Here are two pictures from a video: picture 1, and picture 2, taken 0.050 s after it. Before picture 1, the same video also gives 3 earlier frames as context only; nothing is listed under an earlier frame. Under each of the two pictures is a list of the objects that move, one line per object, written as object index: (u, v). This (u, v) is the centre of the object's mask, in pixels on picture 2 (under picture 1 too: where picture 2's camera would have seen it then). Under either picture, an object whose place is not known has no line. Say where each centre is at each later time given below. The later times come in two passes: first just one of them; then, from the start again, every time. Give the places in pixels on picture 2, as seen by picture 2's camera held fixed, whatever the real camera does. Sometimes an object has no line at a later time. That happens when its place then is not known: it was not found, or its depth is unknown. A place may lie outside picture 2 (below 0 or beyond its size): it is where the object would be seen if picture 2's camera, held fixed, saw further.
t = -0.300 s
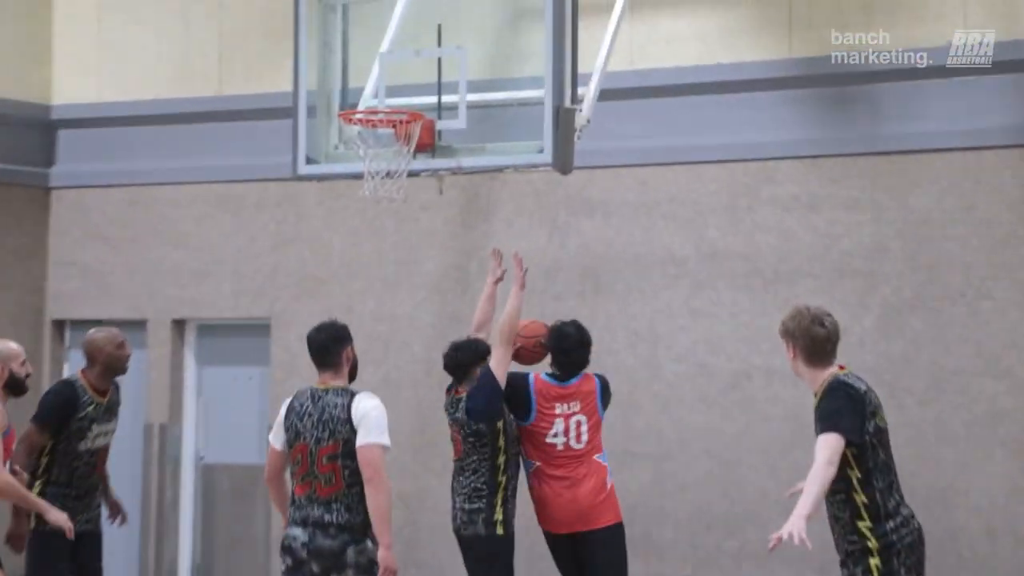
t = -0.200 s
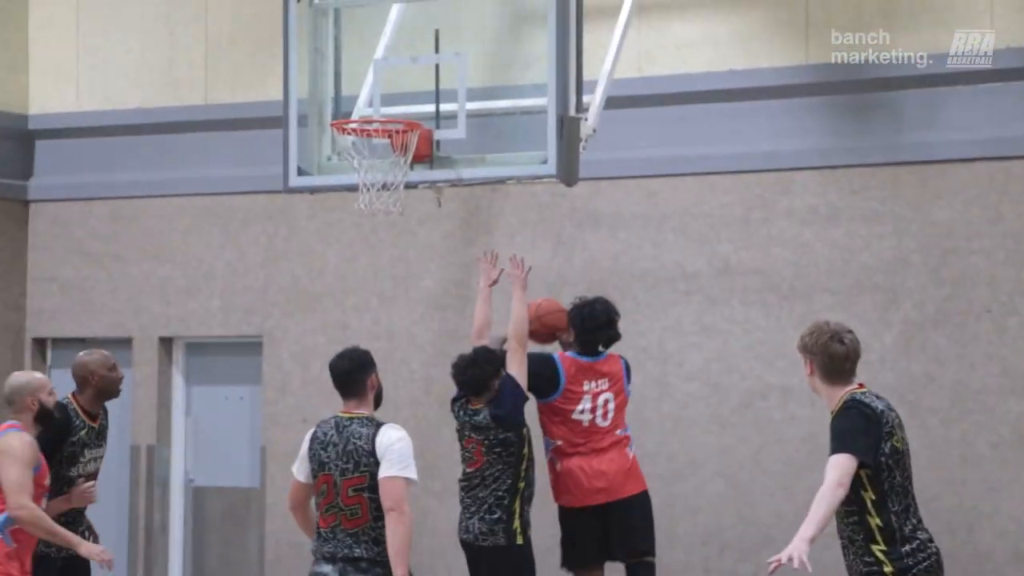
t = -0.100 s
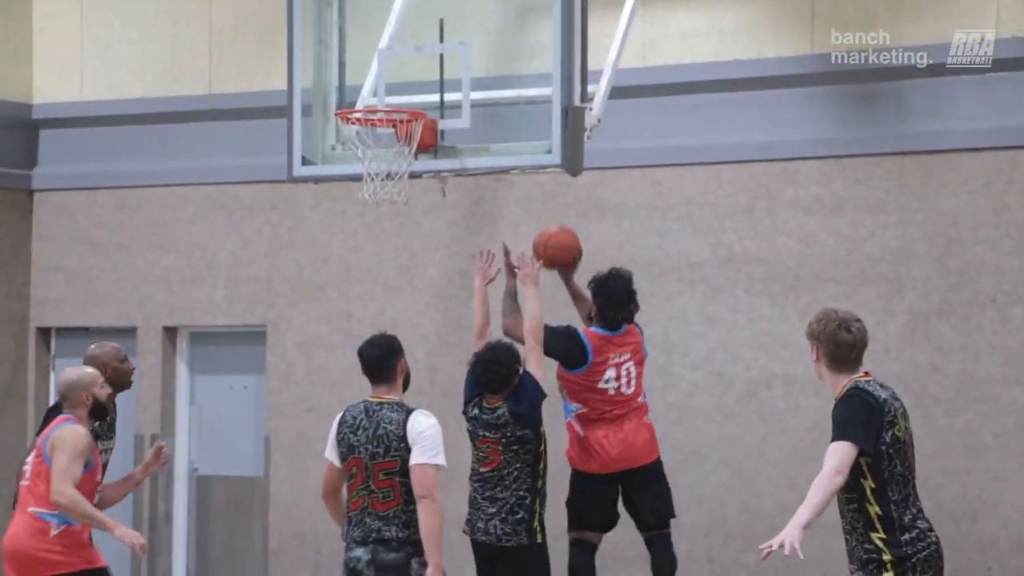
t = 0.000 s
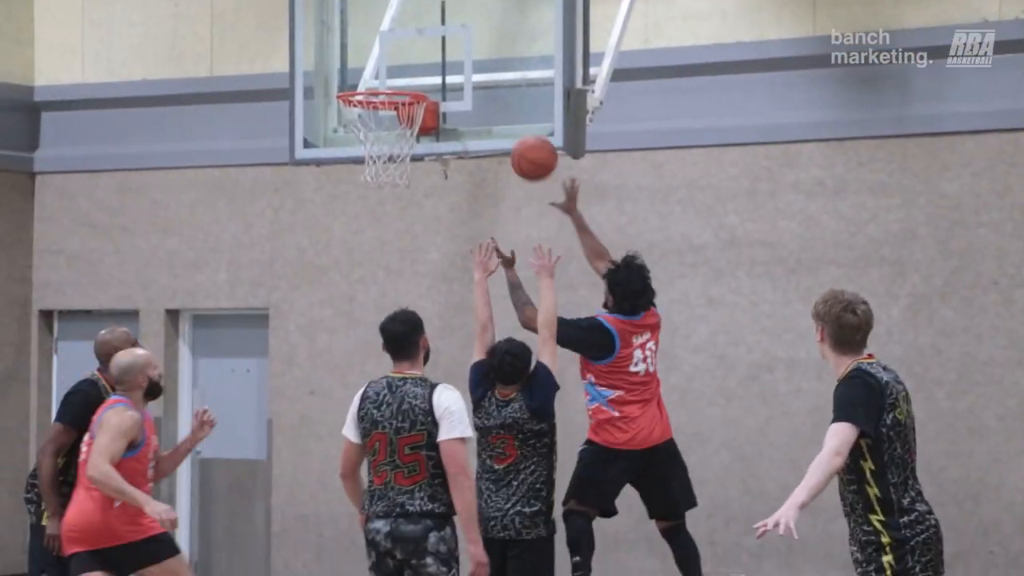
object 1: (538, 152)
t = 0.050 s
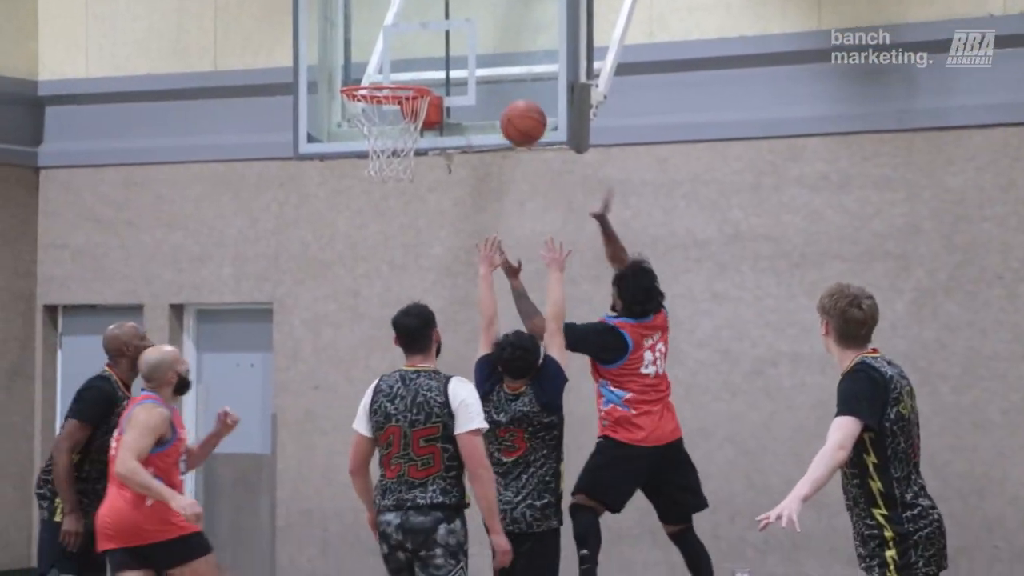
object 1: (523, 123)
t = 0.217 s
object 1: (476, 63)
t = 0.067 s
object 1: (518, 115)
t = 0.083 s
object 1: (513, 107)
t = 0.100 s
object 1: (509, 100)
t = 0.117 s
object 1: (504, 93)
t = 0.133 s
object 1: (499, 86)
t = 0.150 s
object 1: (495, 81)
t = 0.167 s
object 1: (490, 75)
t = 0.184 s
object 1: (486, 71)
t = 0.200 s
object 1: (481, 66)
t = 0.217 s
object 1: (476, 63)
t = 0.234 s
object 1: (470, 61)
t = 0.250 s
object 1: (463, 59)
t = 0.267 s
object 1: (456, 57)
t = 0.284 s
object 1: (448, 56)
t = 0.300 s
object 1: (441, 56)
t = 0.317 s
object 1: (434, 56)
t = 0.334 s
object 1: (428, 57)
